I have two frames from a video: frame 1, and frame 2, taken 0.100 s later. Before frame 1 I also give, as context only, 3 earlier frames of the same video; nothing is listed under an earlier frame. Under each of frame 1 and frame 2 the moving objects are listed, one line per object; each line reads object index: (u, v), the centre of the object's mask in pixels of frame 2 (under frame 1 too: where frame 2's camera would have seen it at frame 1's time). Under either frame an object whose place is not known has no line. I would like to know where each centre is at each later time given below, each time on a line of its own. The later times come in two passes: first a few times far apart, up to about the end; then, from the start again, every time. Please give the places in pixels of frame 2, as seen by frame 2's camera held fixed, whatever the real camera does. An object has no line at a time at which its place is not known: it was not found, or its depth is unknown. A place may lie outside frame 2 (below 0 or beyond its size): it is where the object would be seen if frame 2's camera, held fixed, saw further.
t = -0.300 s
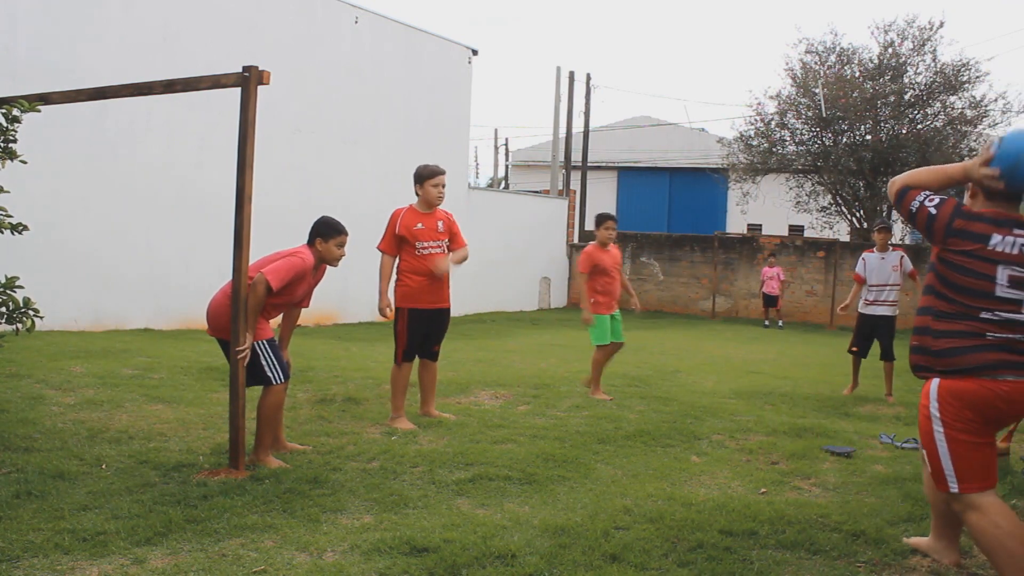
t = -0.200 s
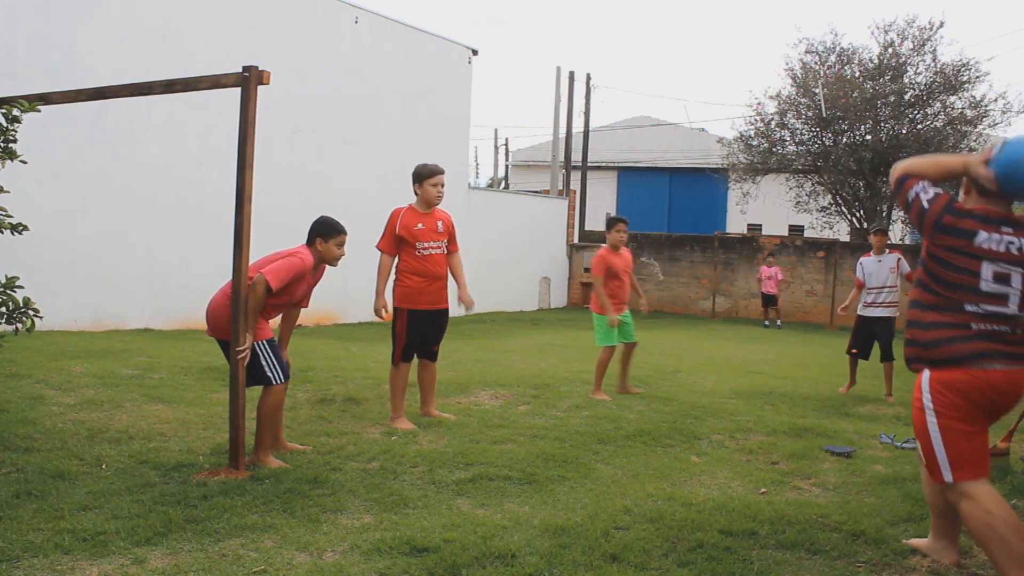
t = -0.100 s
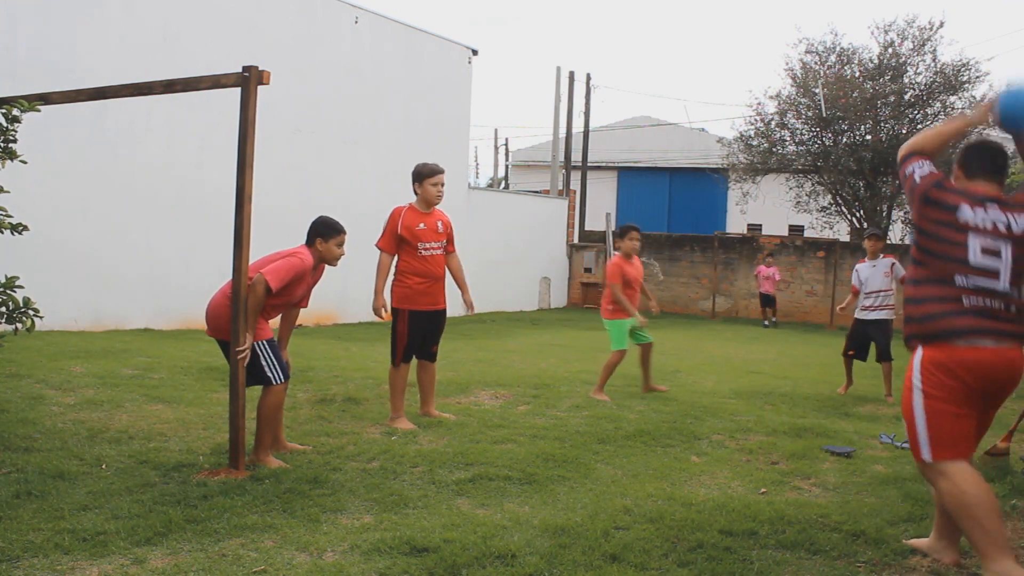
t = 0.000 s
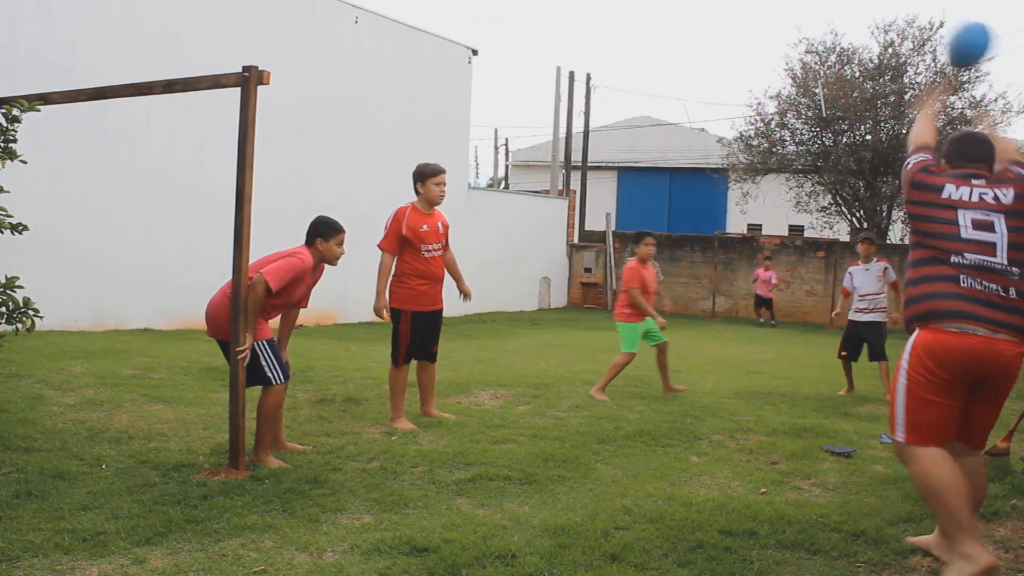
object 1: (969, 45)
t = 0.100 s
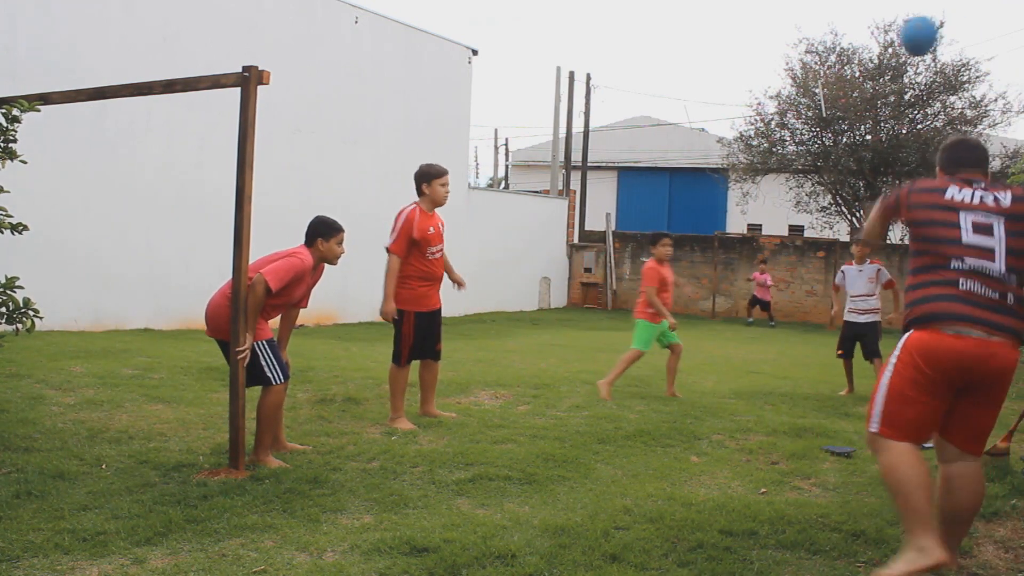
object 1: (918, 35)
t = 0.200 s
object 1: (887, 46)
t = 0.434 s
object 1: (839, 106)
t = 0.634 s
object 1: (808, 171)
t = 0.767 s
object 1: (793, 222)
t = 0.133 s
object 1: (906, 37)
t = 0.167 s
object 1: (895, 41)
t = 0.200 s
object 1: (887, 46)
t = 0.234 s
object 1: (879, 53)
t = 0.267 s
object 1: (870, 60)
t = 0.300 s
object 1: (863, 69)
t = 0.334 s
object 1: (856, 77)
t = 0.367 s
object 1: (850, 87)
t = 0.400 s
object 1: (844, 96)
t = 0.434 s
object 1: (839, 106)
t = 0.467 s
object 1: (833, 116)
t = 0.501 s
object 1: (828, 127)
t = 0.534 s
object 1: (823, 138)
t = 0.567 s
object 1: (817, 150)
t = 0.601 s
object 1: (813, 161)
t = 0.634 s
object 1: (808, 171)
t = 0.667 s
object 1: (804, 184)
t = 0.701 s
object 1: (800, 197)
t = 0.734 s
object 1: (796, 209)
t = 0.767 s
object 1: (793, 222)
